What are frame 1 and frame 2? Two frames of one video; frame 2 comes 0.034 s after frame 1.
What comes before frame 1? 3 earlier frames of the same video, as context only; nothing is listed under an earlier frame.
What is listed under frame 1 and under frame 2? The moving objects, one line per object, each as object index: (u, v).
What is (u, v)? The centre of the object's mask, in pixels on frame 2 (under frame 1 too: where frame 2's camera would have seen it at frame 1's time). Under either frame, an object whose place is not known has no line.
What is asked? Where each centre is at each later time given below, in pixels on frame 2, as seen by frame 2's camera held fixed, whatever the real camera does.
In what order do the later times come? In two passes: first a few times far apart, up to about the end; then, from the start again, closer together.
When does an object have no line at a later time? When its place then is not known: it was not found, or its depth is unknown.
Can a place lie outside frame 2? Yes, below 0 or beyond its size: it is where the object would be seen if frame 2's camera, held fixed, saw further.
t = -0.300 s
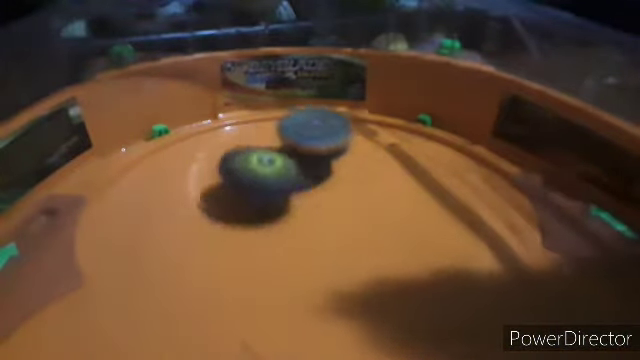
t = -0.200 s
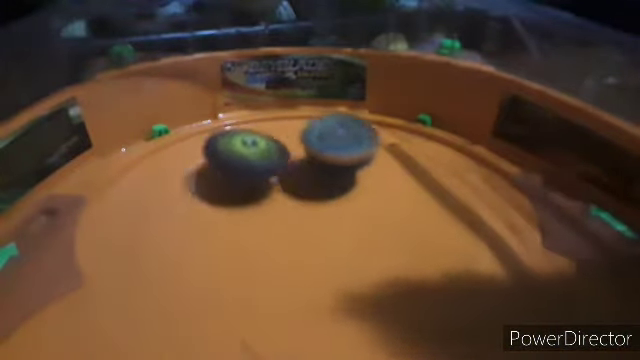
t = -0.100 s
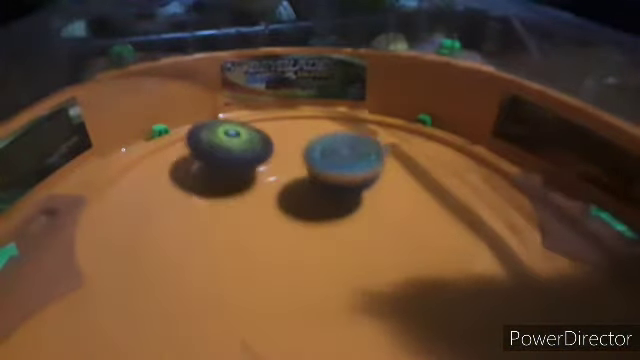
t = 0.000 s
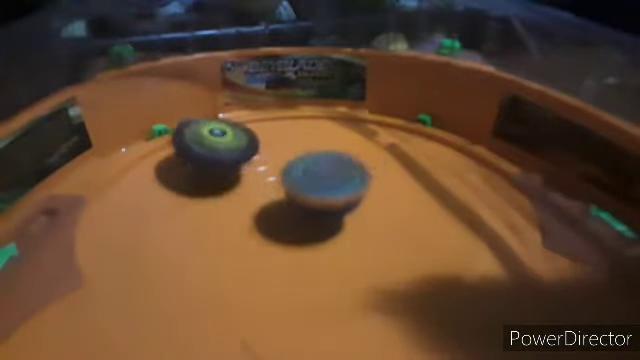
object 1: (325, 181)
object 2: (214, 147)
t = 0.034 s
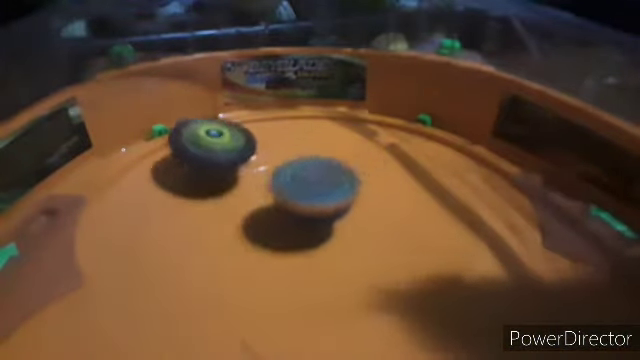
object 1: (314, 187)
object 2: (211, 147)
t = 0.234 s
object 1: (247, 199)
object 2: (207, 153)
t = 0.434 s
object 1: (225, 211)
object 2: (220, 144)
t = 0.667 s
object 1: (219, 194)
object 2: (264, 151)
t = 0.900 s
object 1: (307, 189)
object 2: (334, 146)
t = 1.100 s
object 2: (368, 145)
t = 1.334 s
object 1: (374, 212)
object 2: (380, 147)
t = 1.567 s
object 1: (337, 215)
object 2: (378, 165)
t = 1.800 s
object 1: (264, 184)
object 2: (376, 185)
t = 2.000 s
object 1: (303, 150)
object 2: (371, 202)
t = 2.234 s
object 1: (372, 165)
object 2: (350, 224)
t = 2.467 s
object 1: (370, 176)
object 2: (341, 244)
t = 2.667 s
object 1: (314, 175)
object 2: (326, 242)
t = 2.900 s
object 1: (281, 152)
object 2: (275, 224)
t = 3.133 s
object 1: (304, 153)
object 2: (221, 206)
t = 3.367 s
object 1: (309, 186)
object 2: (189, 197)
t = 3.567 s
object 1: (320, 208)
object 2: (173, 193)
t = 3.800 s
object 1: (344, 233)
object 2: (178, 192)
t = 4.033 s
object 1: (324, 218)
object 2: (249, 179)
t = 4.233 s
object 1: (351, 186)
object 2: (286, 155)
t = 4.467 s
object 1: (387, 170)
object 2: (318, 150)
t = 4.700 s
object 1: (389, 187)
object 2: (310, 152)
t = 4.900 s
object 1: (337, 204)
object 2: (296, 156)
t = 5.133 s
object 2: (276, 157)
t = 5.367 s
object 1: (217, 203)
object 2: (273, 164)
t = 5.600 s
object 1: (177, 198)
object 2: (360, 146)
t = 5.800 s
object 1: (223, 191)
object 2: (330, 126)
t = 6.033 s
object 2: (319, 163)
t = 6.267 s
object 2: (357, 175)
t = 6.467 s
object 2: (375, 175)
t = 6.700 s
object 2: (346, 157)
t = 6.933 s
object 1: (257, 207)
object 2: (292, 159)
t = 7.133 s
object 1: (234, 197)
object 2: (301, 171)
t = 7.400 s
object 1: (245, 195)
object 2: (331, 172)
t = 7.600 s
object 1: (276, 198)
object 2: (350, 164)
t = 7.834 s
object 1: (293, 202)
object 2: (358, 172)
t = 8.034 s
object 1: (263, 216)
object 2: (362, 171)
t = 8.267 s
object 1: (258, 203)
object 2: (347, 181)
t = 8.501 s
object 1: (190, 197)
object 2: (364, 153)
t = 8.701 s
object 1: (228, 186)
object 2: (321, 176)
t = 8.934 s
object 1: (262, 175)
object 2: (412, 187)
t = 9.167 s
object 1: (300, 179)
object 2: (431, 168)
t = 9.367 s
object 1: (224, 174)
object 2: (466, 156)
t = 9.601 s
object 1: (209, 171)
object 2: (486, 178)
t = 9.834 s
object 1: (271, 184)
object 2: (447, 190)
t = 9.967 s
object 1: (276, 196)
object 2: (413, 189)
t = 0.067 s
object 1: (302, 192)
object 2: (208, 151)
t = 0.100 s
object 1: (289, 195)
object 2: (207, 151)
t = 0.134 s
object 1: (276, 197)
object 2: (205, 153)
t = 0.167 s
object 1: (264, 197)
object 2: (204, 154)
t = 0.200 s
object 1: (251, 195)
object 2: (204, 153)
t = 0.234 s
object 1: (247, 199)
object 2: (207, 153)
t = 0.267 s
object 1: (249, 208)
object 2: (210, 152)
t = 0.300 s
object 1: (247, 212)
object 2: (211, 149)
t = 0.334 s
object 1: (245, 214)
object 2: (211, 148)
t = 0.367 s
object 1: (240, 215)
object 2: (212, 147)
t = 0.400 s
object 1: (233, 214)
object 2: (215, 145)
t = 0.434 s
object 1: (225, 211)
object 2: (220, 144)
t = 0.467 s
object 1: (217, 209)
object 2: (226, 144)
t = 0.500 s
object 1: (212, 205)
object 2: (231, 146)
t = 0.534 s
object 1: (208, 202)
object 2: (236, 147)
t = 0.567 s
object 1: (208, 200)
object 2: (242, 148)
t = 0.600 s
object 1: (209, 198)
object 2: (248, 149)
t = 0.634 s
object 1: (214, 196)
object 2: (256, 150)
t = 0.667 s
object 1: (219, 194)
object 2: (264, 151)
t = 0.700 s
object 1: (228, 192)
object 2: (273, 152)
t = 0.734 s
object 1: (239, 191)
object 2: (284, 151)
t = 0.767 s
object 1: (252, 190)
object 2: (295, 151)
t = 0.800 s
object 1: (266, 189)
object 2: (306, 150)
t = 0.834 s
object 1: (279, 189)
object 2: (315, 149)
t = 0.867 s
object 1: (292, 189)
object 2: (324, 148)
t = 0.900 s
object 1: (307, 189)
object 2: (334, 146)
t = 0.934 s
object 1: (319, 189)
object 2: (342, 145)
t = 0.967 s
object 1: (330, 190)
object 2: (351, 145)
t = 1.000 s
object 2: (356, 144)
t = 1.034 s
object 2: (360, 145)
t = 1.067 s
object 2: (365, 145)
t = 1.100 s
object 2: (368, 145)
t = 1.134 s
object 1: (364, 198)
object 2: (372, 145)
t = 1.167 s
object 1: (369, 199)
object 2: (376, 145)
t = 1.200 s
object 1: (372, 201)
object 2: (380, 144)
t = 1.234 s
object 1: (374, 203)
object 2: (380, 145)
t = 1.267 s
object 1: (375, 204)
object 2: (381, 146)
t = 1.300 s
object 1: (375, 206)
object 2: (380, 146)
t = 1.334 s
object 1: (374, 212)
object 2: (380, 147)
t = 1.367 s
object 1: (372, 212)
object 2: (380, 147)
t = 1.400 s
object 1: (369, 212)
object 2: (377, 149)
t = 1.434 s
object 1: (366, 212)
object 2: (373, 153)
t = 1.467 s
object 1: (362, 212)
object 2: (373, 156)
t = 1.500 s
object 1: (356, 211)
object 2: (372, 160)
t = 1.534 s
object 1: (347, 214)
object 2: (375, 163)
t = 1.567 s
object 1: (337, 215)
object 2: (378, 165)
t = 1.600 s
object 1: (322, 216)
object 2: (379, 168)
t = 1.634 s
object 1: (307, 215)
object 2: (380, 172)
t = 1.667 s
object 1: (293, 211)
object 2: (378, 175)
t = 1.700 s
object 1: (281, 206)
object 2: (376, 181)
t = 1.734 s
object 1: (271, 197)
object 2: (378, 180)
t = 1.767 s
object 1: (265, 193)
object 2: (377, 182)
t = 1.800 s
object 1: (264, 184)
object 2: (376, 185)
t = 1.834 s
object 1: (265, 177)
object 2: (376, 188)
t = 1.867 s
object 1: (268, 169)
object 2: (374, 192)
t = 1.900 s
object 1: (274, 162)
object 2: (373, 194)
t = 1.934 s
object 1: (283, 157)
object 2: (373, 197)
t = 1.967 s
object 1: (293, 153)
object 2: (372, 200)
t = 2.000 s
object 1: (303, 150)
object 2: (371, 202)
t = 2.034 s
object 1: (315, 149)
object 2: (370, 204)
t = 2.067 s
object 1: (326, 150)
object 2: (368, 209)
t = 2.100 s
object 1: (337, 149)
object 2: (364, 213)
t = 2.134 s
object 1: (348, 152)
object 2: (361, 215)
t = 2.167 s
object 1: (358, 157)
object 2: (358, 218)
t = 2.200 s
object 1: (366, 162)
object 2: (355, 220)
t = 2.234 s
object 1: (372, 165)
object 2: (350, 224)
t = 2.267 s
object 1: (376, 166)
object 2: (347, 231)
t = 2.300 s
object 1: (377, 166)
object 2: (345, 237)
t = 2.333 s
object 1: (378, 167)
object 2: (343, 240)
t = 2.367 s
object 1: (378, 169)
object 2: (343, 242)
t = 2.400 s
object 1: (377, 171)
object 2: (342, 244)
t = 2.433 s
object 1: (374, 174)
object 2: (341, 244)
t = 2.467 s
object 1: (370, 176)
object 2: (341, 244)
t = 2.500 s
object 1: (364, 178)
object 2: (340, 244)
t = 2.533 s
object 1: (356, 179)
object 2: (340, 244)
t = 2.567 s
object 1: (347, 180)
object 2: (339, 243)
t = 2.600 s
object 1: (336, 180)
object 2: (335, 243)
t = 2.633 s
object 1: (325, 178)
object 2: (331, 243)
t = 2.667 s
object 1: (314, 175)
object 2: (326, 242)
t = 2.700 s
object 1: (305, 174)
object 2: (321, 240)
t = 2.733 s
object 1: (296, 171)
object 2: (314, 238)
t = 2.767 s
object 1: (290, 168)
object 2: (307, 236)
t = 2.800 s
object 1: (285, 165)
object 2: (300, 233)
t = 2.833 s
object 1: (282, 159)
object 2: (292, 230)
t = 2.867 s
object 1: (280, 155)
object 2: (283, 227)
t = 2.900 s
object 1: (281, 152)
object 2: (275, 224)
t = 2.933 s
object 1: (283, 149)
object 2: (266, 221)
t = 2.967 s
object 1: (286, 148)
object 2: (257, 218)
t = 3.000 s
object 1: (289, 147)
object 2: (248, 215)
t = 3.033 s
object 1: (292, 147)
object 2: (240, 213)
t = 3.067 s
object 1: (296, 149)
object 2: (233, 211)
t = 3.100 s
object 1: (300, 151)
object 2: (227, 208)
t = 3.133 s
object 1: (304, 153)
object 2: (221, 206)
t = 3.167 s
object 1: (307, 157)
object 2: (216, 205)
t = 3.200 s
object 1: (309, 162)
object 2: (213, 199)
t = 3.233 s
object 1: (309, 168)
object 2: (209, 197)
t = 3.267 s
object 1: (307, 173)
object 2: (209, 198)
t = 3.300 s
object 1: (305, 179)
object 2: (206, 198)
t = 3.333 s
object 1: (308, 183)
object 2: (195, 198)
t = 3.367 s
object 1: (309, 186)
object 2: (189, 197)
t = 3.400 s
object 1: (309, 190)
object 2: (187, 197)
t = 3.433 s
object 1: (306, 194)
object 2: (187, 198)
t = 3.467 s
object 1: (302, 198)
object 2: (190, 199)
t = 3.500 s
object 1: (296, 201)
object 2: (193, 199)
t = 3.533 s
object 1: (306, 203)
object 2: (184, 196)
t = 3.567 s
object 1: (320, 208)
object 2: (173, 193)
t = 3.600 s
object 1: (329, 216)
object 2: (168, 191)
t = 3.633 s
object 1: (335, 220)
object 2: (166, 189)
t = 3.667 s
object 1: (340, 224)
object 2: (166, 190)
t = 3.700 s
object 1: (344, 227)
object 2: (167, 191)
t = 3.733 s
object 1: (345, 230)
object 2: (169, 191)
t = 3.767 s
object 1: (345, 232)
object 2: (173, 192)
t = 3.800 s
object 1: (344, 233)
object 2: (178, 192)
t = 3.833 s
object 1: (341, 234)
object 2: (185, 191)
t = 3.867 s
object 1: (338, 233)
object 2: (194, 189)
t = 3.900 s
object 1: (335, 231)
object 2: (205, 188)
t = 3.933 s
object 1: (331, 229)
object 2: (216, 186)
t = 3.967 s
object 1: (328, 226)
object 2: (228, 185)
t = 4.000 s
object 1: (326, 223)
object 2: (239, 183)
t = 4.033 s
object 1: (324, 218)
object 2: (249, 179)
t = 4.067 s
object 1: (323, 212)
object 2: (258, 174)
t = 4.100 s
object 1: (324, 206)
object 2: (265, 169)
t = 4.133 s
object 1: (331, 200)
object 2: (271, 164)
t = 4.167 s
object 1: (338, 195)
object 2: (277, 161)
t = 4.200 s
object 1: (345, 190)
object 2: (281, 158)
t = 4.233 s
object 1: (351, 186)
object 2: (286, 155)
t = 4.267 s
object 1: (359, 181)
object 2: (290, 156)
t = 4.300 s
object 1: (366, 178)
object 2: (295, 153)
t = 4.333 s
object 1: (372, 175)
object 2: (300, 151)
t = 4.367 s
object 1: (377, 173)
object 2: (305, 148)
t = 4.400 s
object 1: (382, 172)
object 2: (308, 150)
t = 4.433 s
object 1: (385, 171)
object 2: (312, 150)
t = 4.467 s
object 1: (387, 170)
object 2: (318, 150)
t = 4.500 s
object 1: (392, 170)
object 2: (321, 149)
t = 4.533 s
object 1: (399, 172)
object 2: (320, 149)
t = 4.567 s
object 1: (403, 175)
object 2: (318, 149)
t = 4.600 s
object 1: (403, 177)
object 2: (315, 149)
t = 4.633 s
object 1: (401, 181)
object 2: (311, 150)
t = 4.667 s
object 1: (396, 184)
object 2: (310, 150)
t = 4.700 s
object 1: (389, 187)
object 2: (310, 152)
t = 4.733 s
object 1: (380, 189)
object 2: (312, 152)
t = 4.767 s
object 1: (365, 190)
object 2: (312, 153)
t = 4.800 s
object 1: (355, 194)
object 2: (312, 154)
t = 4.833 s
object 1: (350, 200)
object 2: (307, 154)
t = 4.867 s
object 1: (345, 204)
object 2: (301, 155)
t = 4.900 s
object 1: (337, 204)
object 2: (296, 156)
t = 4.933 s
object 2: (292, 158)
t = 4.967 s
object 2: (289, 159)
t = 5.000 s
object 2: (288, 161)
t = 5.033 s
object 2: (287, 160)
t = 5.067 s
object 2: (284, 157)
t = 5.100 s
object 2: (280, 157)
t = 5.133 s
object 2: (276, 157)
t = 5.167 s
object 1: (261, 221)
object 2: (273, 157)
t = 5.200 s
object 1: (249, 220)
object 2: (272, 157)
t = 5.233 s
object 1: (239, 217)
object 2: (272, 157)
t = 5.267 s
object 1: (230, 215)
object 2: (271, 158)
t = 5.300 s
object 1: (222, 212)
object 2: (271, 159)
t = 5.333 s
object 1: (218, 209)
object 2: (271, 162)
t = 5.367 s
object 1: (217, 203)
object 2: (273, 164)
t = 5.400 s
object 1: (218, 200)
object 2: (278, 167)
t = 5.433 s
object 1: (217, 197)
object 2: (285, 170)
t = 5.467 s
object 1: (202, 199)
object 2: (301, 171)
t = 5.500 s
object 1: (190, 202)
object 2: (323, 165)
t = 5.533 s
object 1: (183, 200)
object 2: (339, 160)
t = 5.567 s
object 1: (179, 200)
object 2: (351, 153)
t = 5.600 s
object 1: (177, 198)
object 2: (360, 146)
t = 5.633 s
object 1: (179, 197)
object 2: (364, 139)
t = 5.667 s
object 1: (183, 196)
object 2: (365, 132)
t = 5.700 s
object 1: (189, 194)
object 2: (361, 127)
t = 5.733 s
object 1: (198, 194)
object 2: (353, 124)
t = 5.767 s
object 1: (209, 192)
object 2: (341, 124)
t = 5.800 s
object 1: (223, 191)
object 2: (330, 126)
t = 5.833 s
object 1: (239, 192)
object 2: (319, 133)
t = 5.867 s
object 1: (256, 191)
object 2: (308, 144)
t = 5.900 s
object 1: (273, 192)
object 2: (305, 149)
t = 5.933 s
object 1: (285, 198)
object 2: (305, 154)
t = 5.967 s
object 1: (300, 209)
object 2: (309, 157)
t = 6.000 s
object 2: (314, 159)
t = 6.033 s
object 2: (319, 163)
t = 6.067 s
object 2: (324, 166)
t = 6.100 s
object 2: (329, 168)
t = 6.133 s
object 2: (335, 171)
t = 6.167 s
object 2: (341, 172)
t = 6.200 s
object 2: (347, 173)
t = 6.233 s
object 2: (352, 174)
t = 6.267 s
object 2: (357, 175)
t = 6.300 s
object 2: (362, 175)
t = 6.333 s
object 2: (366, 176)
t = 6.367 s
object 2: (370, 175)
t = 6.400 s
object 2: (372, 177)
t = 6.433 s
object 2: (373, 177)
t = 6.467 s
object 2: (375, 175)
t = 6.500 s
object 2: (377, 175)
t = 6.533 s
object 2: (380, 172)
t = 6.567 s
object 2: (378, 169)
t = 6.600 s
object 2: (374, 166)
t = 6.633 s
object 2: (366, 162)
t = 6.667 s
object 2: (355, 159)
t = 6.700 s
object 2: (346, 157)
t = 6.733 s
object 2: (335, 158)
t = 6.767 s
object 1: (292, 207)
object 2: (322, 159)
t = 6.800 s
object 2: (311, 161)
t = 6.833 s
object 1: (279, 205)
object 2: (304, 160)
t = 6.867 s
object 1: (272, 207)
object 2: (300, 159)
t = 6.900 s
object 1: (265, 208)
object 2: (296, 159)
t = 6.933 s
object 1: (257, 207)
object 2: (292, 159)
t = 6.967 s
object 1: (251, 205)
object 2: (289, 161)
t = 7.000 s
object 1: (246, 204)
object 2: (288, 163)
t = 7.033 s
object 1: (241, 201)
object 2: (290, 165)
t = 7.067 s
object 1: (237, 200)
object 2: (293, 167)
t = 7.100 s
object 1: (235, 199)
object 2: (297, 169)
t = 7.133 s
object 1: (234, 197)
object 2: (301, 171)
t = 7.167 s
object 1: (232, 197)
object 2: (306, 174)
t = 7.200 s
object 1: (228, 197)
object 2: (309, 177)
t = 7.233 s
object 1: (227, 198)
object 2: (314, 176)
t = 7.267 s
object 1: (228, 197)
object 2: (318, 175)
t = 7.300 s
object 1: (230, 197)
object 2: (322, 174)
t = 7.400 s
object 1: (245, 195)
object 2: (331, 172)
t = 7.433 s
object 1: (254, 194)
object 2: (333, 169)
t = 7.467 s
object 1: (265, 193)
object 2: (336, 167)
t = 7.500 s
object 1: (274, 193)
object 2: (339, 167)
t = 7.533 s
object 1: (275, 195)
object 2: (343, 166)
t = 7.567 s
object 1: (274, 197)
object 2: (348, 165)
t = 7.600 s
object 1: (276, 198)
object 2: (350, 164)
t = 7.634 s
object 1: (278, 200)
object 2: (352, 164)
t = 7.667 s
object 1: (279, 200)
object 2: (353, 165)
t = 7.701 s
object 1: (280, 201)
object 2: (354, 166)
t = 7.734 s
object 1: (282, 201)
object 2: (355, 167)
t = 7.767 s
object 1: (285, 201)
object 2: (356, 169)
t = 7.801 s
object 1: (289, 202)
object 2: (357, 170)
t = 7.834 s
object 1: (293, 202)
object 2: (358, 172)
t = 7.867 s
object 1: (291, 205)
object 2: (360, 172)
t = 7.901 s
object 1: (286, 210)
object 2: (361, 171)
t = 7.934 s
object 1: (280, 212)
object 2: (363, 172)
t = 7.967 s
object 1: (275, 214)
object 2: (364, 170)
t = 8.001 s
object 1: (269, 214)
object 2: (364, 169)
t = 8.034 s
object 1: (263, 216)
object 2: (362, 171)
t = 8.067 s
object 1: (258, 218)
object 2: (360, 170)
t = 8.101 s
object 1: (256, 216)
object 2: (357, 172)
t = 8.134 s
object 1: (255, 209)
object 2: (352, 173)
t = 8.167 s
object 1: (257, 205)
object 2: (349, 174)
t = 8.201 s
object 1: (260, 202)
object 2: (346, 176)
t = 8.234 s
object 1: (265, 199)
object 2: (344, 179)
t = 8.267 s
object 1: (258, 203)
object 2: (347, 181)
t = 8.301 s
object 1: (240, 205)
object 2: (357, 177)
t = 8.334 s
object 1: (227, 206)
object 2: (366, 172)
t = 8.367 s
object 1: (216, 206)
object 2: (371, 166)
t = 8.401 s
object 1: (206, 204)
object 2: (374, 161)
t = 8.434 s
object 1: (198, 202)
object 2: (372, 157)
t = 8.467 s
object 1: (192, 200)
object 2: (368, 155)
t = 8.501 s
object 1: (190, 197)
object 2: (364, 153)
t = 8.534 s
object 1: (190, 195)
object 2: (356, 153)
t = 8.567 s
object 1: (193, 194)
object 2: (350, 154)
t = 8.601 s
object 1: (198, 192)
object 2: (343, 157)
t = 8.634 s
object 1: (206, 189)
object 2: (334, 162)
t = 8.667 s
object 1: (215, 187)
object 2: (327, 168)
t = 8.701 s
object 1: (228, 186)
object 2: (321, 176)
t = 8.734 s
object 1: (226, 183)
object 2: (327, 185)
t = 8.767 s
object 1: (224, 183)
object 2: (343, 189)
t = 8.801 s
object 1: (227, 181)
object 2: (358, 189)
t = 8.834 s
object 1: (234, 179)
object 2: (371, 192)
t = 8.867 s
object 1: (241, 178)
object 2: (386, 190)
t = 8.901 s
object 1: (252, 176)
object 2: (400, 190)
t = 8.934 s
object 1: (262, 175)
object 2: (412, 187)
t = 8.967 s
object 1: (274, 174)
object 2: (421, 184)
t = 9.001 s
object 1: (285, 174)
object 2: (426, 181)
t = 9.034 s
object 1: (297, 173)
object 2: (428, 177)
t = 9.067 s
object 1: (308, 173)
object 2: (424, 176)
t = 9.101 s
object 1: (319, 173)
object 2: (419, 175)
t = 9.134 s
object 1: (323, 176)
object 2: (417, 173)
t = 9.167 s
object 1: (300, 179)
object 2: (431, 168)
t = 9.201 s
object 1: (281, 180)
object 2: (442, 165)
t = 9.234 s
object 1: (266, 181)
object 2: (451, 160)
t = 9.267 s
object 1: (255, 179)
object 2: (454, 156)
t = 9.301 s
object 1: (244, 178)
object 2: (458, 154)
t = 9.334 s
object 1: (234, 176)
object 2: (462, 154)
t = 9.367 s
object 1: (224, 174)
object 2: (466, 156)
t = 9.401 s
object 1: (217, 173)
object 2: (470, 158)
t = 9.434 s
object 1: (210, 172)
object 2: (473, 164)
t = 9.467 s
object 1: (206, 171)
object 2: (476, 167)
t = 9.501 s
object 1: (203, 171)
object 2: (479, 169)
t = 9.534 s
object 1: (204, 170)
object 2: (483, 173)
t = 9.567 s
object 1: (206, 170)
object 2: (484, 176)
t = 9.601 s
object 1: (209, 171)
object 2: (486, 178)
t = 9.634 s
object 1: (214, 172)
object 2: (487, 182)
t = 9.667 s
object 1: (221, 174)
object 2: (485, 185)
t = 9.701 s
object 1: (229, 175)
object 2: (483, 188)
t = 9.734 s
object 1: (239, 177)
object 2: (479, 191)
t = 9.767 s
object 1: (250, 180)
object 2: (473, 190)
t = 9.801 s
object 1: (261, 183)
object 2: (461, 189)
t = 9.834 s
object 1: (271, 184)
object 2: (447, 190)
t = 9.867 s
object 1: (282, 187)
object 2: (430, 191)
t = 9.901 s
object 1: (293, 188)
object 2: (412, 193)
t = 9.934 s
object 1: (299, 194)
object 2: (400, 194)
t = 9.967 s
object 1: (276, 196)
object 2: (413, 189)
